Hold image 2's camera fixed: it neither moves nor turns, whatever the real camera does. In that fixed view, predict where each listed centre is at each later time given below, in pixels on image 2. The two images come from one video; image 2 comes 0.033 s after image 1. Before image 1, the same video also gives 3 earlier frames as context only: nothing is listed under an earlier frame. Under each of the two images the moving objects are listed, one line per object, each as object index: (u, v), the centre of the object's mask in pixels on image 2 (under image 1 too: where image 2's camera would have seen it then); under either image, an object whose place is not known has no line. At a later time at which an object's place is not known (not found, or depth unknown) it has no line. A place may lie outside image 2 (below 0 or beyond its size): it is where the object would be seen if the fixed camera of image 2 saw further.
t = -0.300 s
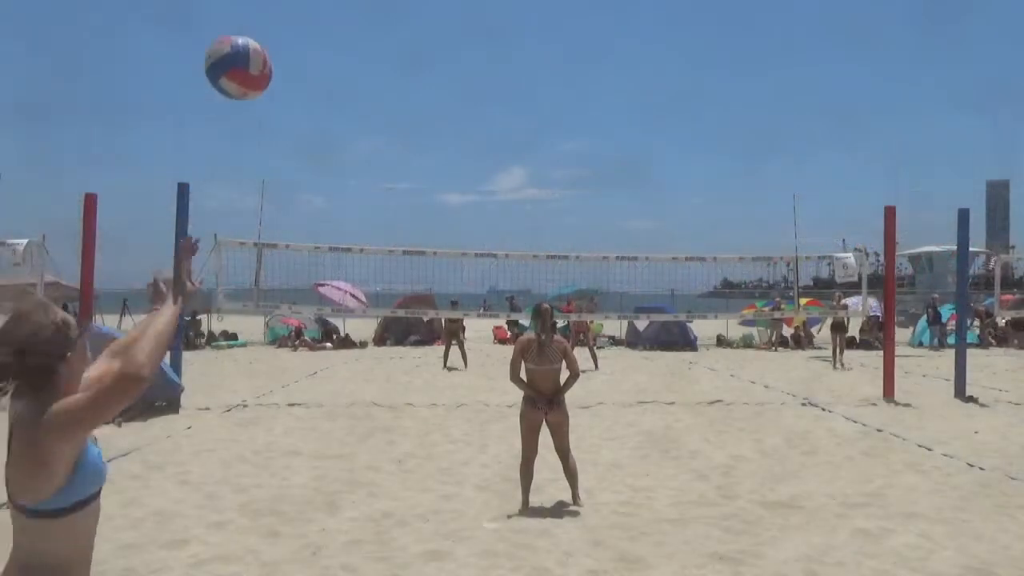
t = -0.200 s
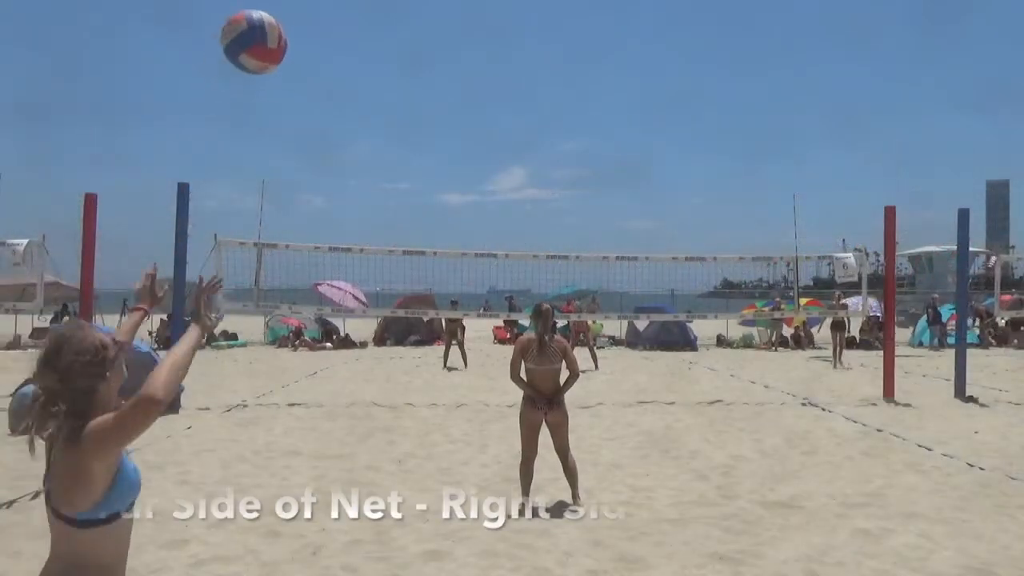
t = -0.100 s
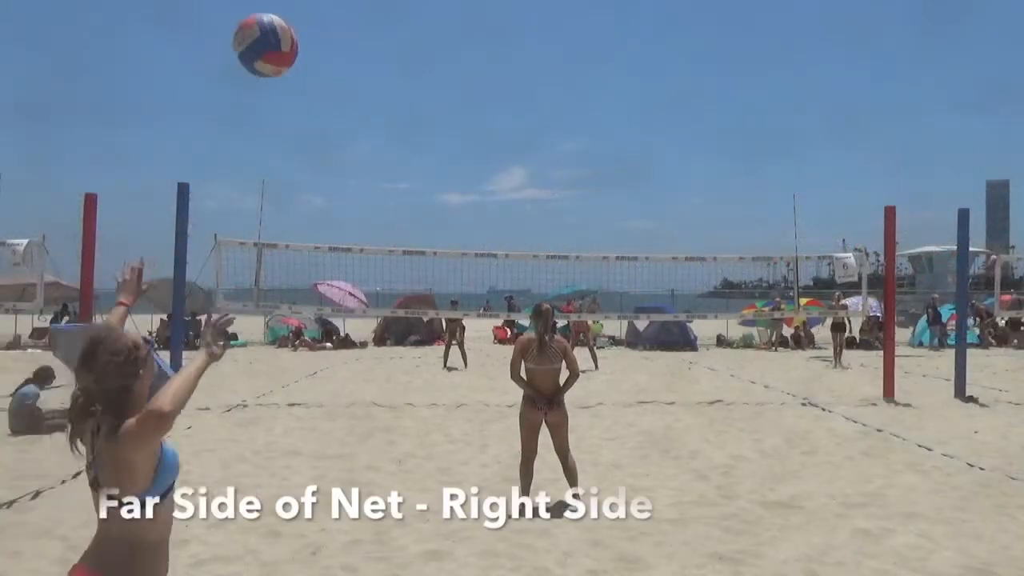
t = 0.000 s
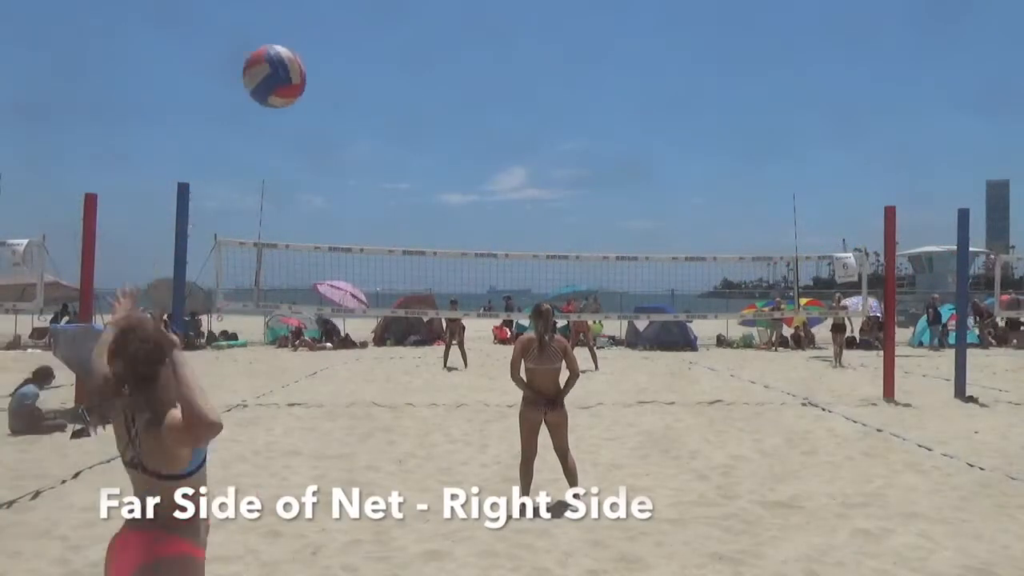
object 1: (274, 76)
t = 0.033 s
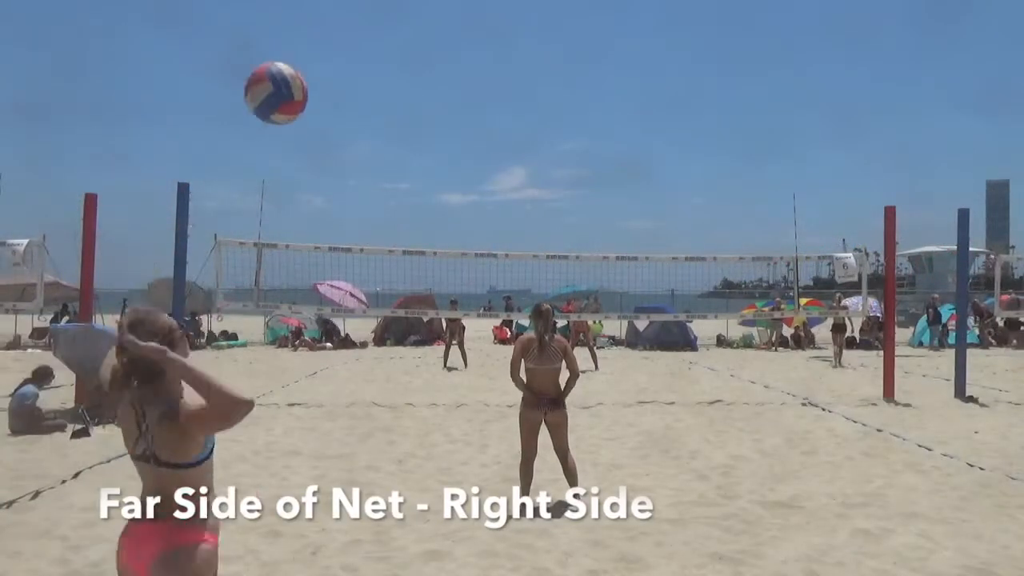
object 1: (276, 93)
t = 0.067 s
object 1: (278, 112)
